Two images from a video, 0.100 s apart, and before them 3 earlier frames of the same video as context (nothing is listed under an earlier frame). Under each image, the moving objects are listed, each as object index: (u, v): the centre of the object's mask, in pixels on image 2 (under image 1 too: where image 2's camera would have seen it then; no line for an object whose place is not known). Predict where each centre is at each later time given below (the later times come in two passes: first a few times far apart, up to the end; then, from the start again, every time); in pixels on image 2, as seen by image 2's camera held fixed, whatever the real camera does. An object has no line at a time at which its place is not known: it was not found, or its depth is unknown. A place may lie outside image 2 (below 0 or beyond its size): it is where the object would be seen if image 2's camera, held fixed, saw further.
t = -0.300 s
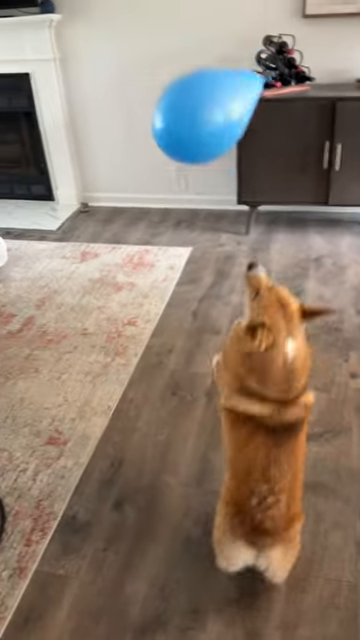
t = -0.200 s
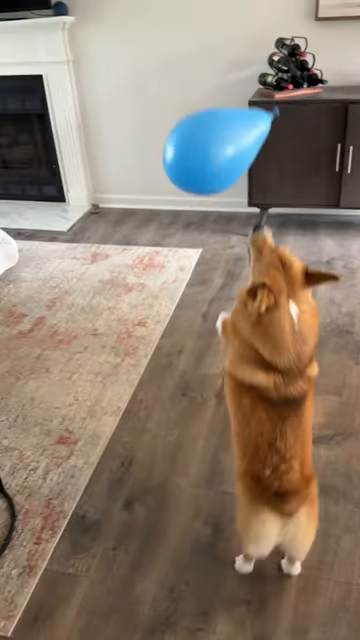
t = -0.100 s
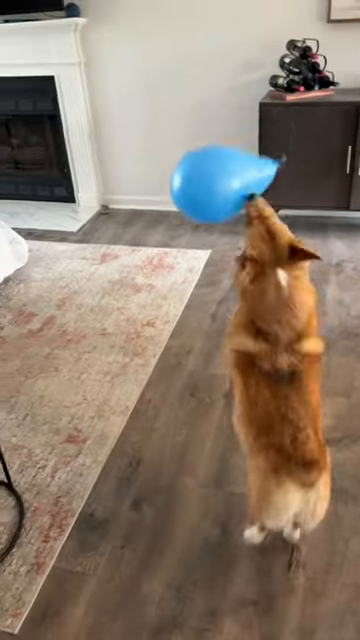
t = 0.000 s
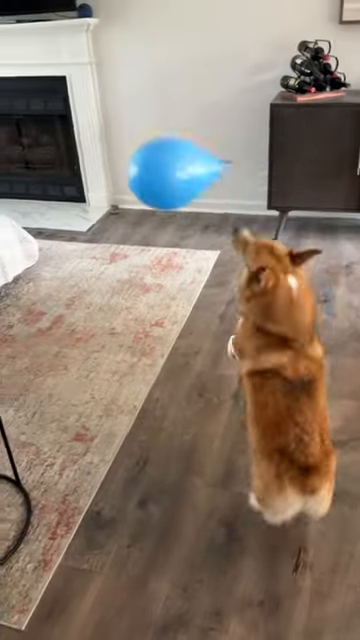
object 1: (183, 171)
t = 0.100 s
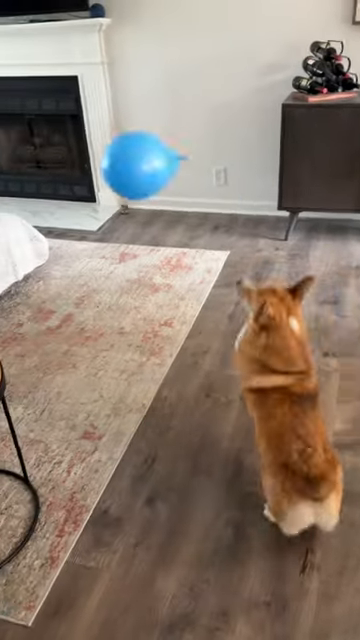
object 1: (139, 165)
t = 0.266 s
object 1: (94, 169)
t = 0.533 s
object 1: (59, 202)
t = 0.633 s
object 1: (51, 224)
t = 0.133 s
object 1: (127, 164)
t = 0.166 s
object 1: (116, 164)
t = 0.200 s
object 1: (107, 166)
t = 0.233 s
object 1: (100, 167)
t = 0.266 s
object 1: (94, 169)
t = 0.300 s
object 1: (89, 172)
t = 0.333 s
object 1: (83, 175)
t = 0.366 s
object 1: (79, 178)
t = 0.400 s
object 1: (75, 182)
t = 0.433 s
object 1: (70, 187)
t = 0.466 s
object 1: (66, 192)
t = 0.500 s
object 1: (63, 197)
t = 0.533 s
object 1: (59, 202)
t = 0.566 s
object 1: (56, 210)
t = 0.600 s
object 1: (52, 217)
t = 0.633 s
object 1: (51, 224)
